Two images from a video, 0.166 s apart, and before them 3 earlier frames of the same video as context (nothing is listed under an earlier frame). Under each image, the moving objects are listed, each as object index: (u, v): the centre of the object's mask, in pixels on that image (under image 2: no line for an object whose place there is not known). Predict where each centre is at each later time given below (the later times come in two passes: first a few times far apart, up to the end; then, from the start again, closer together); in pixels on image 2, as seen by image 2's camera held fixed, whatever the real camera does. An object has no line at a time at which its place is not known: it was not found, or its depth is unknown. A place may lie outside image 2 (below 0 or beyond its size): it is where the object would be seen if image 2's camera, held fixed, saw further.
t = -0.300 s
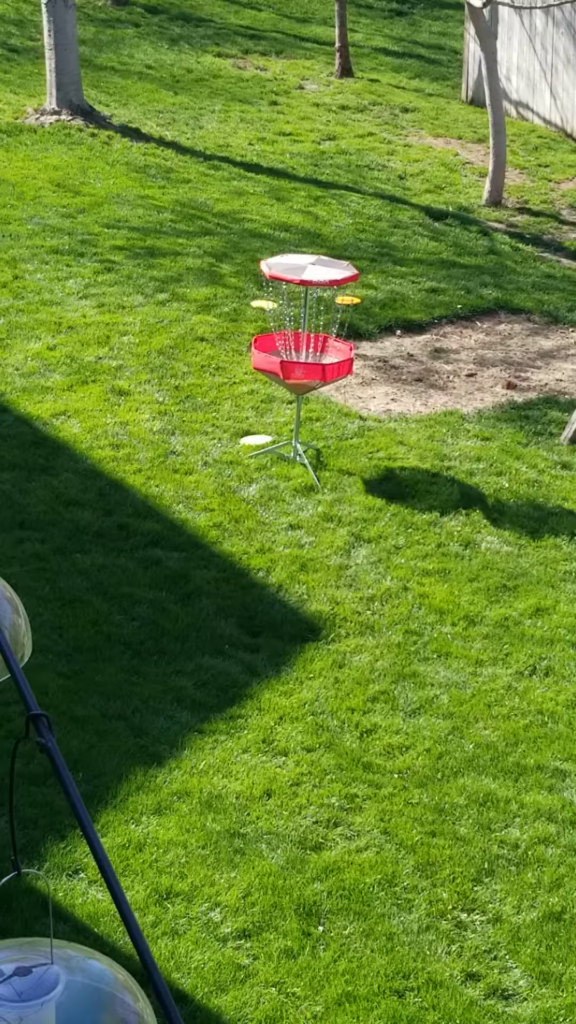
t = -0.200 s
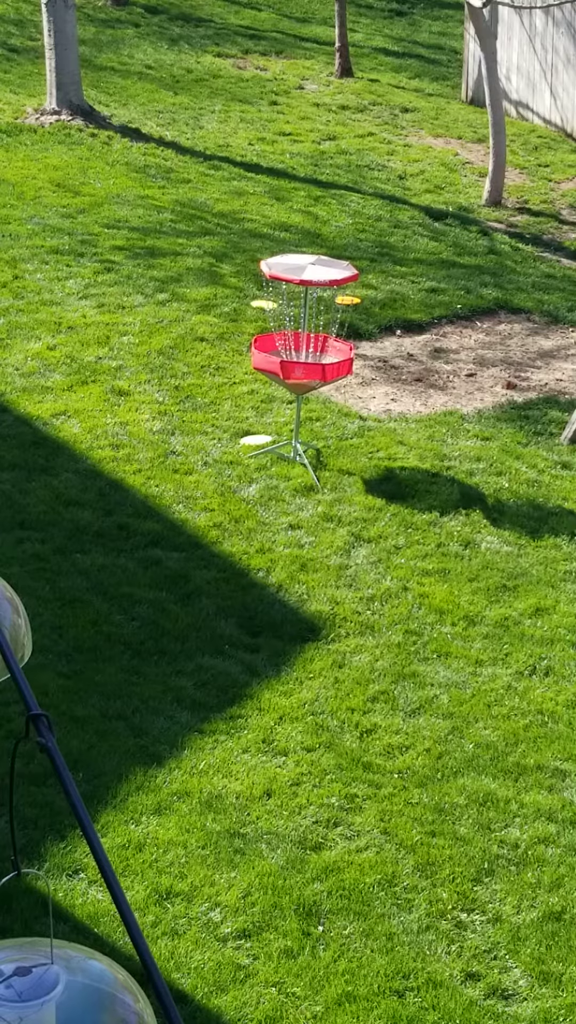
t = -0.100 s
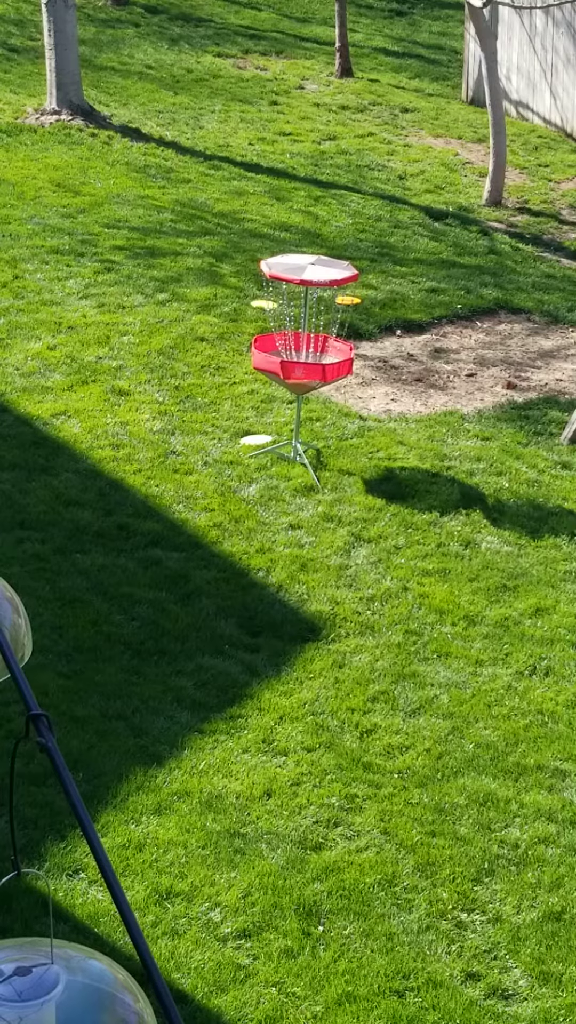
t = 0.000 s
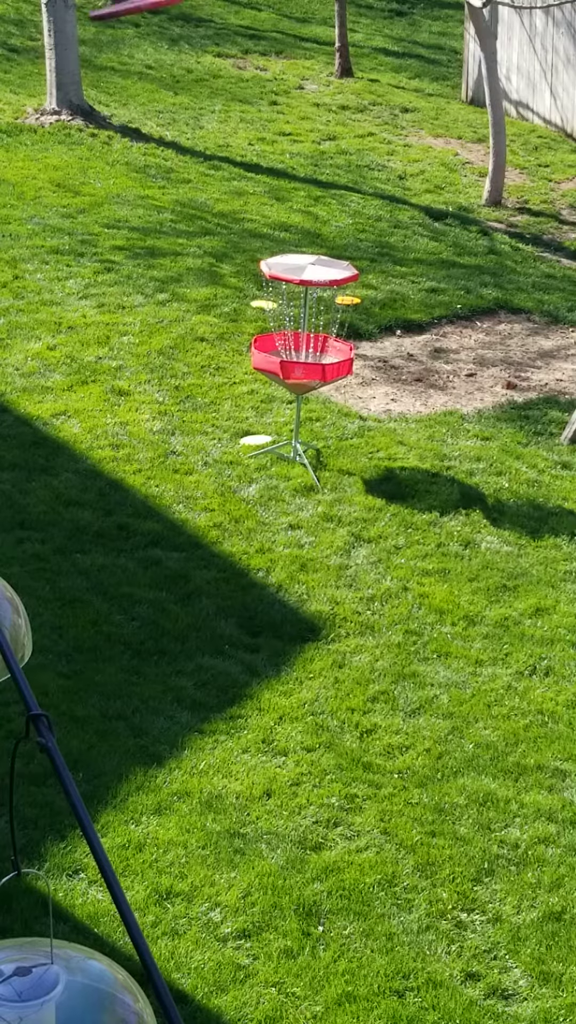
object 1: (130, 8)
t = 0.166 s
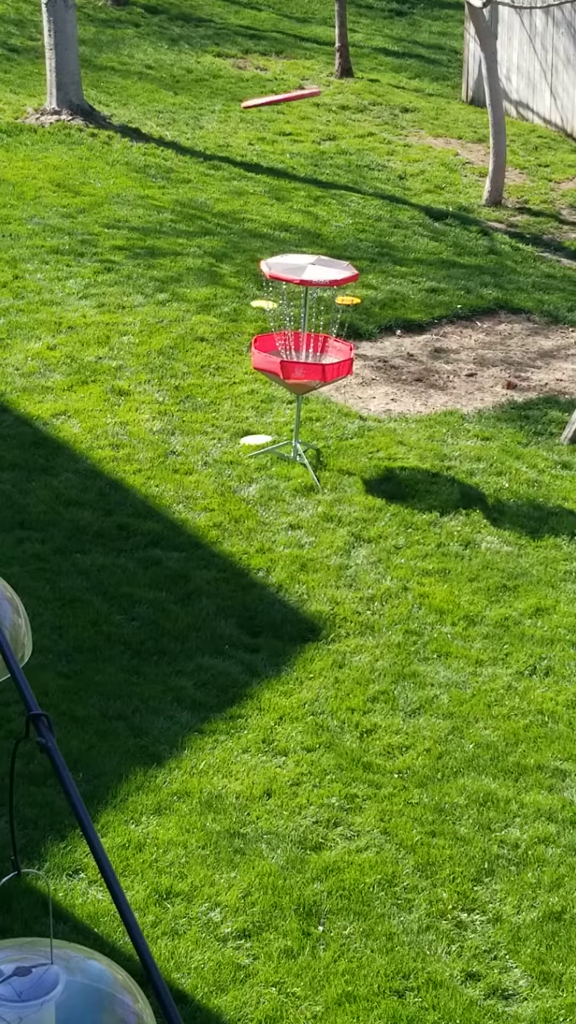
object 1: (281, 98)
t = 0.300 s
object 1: (343, 159)
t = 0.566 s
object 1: (394, 252)
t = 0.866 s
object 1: (385, 331)
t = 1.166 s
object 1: (372, 431)
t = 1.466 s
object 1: (380, 436)
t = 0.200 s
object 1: (300, 116)
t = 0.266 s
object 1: (330, 146)
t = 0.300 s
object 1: (343, 159)
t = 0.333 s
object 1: (354, 172)
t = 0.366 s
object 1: (363, 185)
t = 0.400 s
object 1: (371, 198)
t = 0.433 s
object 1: (378, 209)
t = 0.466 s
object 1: (383, 220)
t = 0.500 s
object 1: (388, 232)
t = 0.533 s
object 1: (392, 242)
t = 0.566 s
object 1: (394, 252)
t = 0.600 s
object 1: (396, 262)
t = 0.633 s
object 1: (397, 272)
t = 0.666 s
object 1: (398, 281)
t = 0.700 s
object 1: (397, 290)
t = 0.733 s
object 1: (396, 298)
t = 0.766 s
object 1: (394, 307)
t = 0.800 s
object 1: (391, 315)
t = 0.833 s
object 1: (388, 324)
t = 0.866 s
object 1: (385, 331)
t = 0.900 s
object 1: (381, 339)
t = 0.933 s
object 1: (375, 347)
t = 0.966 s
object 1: (370, 354)
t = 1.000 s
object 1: (364, 362)
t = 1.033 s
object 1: (360, 370)
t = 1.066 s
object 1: (363, 385)
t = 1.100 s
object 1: (366, 400)
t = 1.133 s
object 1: (370, 415)
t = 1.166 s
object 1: (372, 431)
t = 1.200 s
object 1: (376, 440)
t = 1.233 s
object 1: (376, 437)
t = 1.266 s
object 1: (376, 433)
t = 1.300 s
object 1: (378, 431)
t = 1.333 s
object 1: (379, 429)
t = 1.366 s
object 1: (380, 430)
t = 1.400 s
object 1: (381, 431)
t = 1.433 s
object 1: (382, 434)
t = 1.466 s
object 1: (380, 436)
